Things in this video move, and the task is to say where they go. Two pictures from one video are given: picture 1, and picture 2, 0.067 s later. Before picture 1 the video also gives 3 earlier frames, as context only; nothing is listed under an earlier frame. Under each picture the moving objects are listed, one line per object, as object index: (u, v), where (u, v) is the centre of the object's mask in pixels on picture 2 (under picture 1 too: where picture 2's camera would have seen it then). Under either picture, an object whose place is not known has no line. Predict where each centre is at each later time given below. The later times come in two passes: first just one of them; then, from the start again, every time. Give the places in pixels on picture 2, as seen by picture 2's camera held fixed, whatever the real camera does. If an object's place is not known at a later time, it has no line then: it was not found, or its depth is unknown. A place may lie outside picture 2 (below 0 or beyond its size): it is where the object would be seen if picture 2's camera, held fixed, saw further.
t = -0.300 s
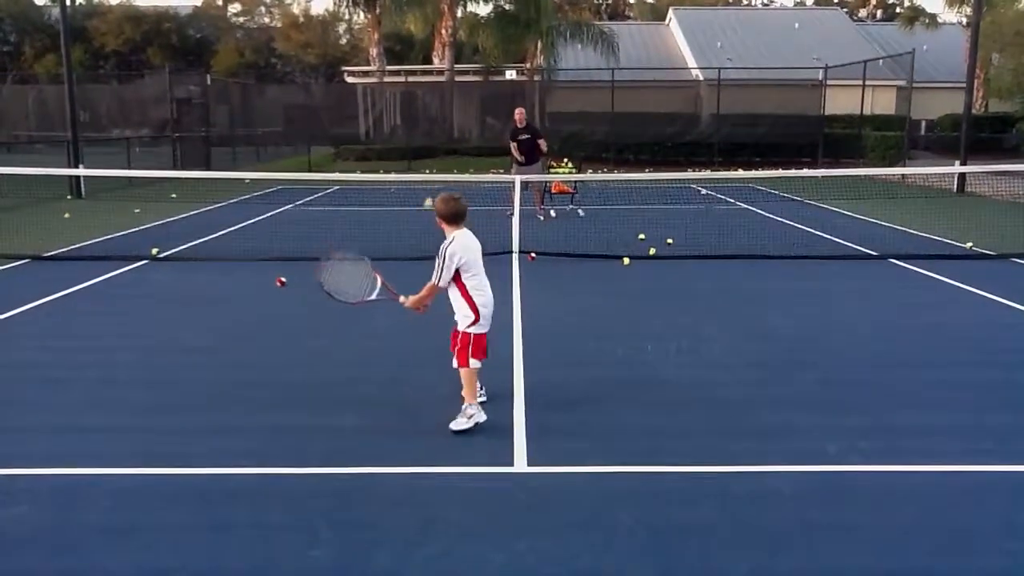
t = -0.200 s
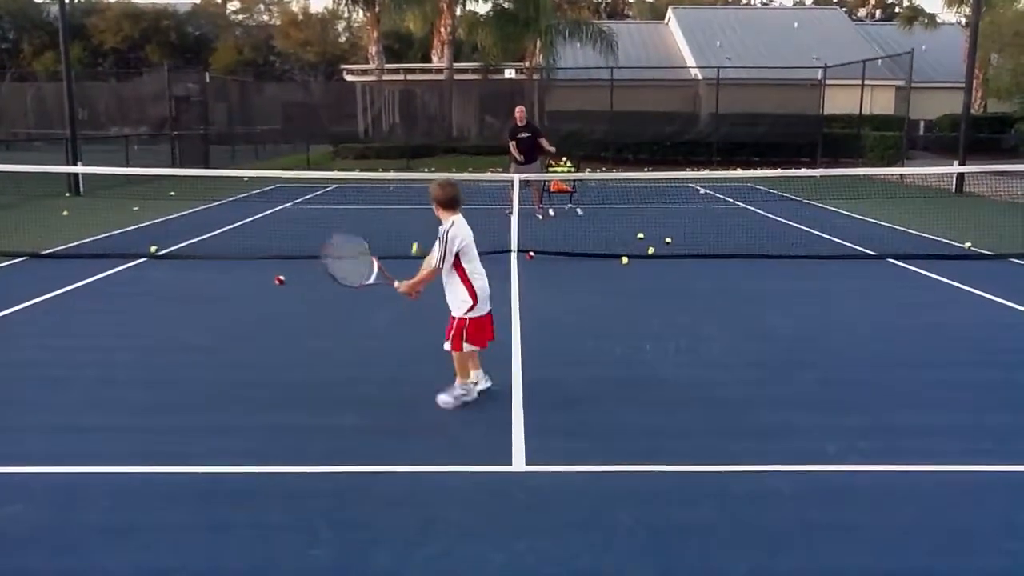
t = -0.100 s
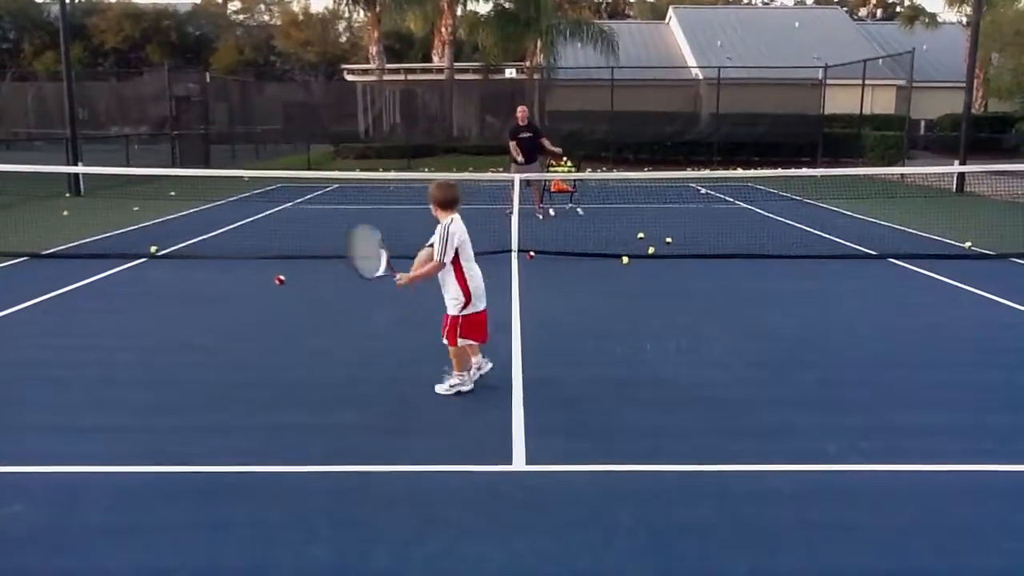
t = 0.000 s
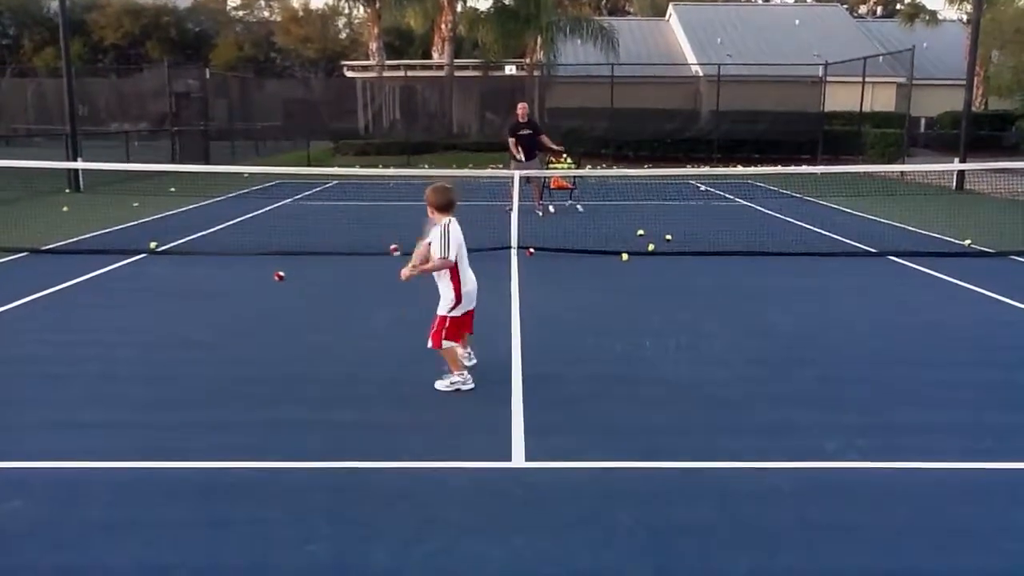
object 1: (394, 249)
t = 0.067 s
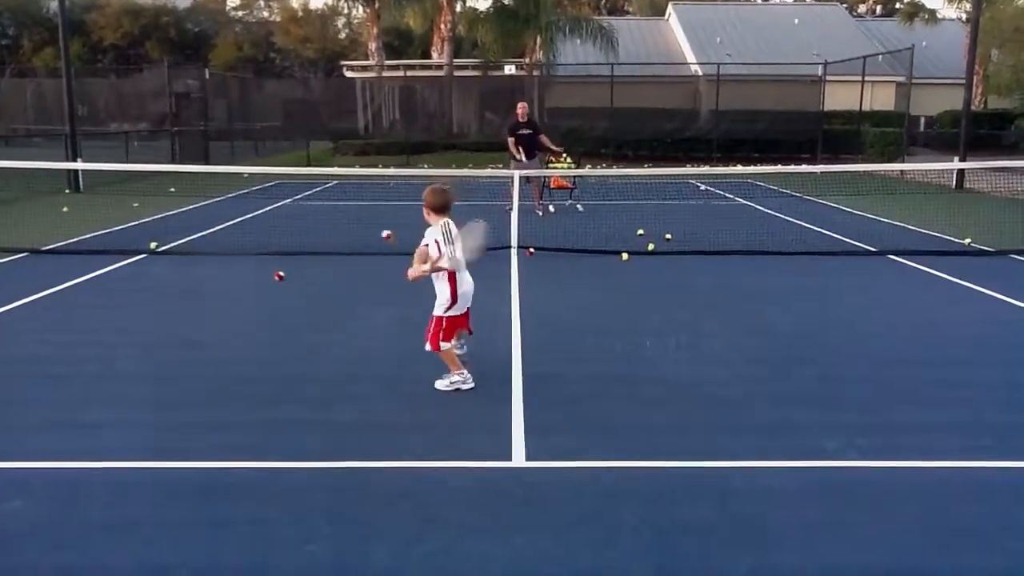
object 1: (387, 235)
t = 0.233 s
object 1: (367, 223)
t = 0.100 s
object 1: (384, 230)
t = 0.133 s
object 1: (378, 225)
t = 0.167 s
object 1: (376, 224)
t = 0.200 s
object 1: (371, 222)
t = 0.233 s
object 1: (367, 223)
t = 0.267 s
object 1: (362, 224)
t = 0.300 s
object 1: (358, 228)
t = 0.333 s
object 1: (354, 233)
